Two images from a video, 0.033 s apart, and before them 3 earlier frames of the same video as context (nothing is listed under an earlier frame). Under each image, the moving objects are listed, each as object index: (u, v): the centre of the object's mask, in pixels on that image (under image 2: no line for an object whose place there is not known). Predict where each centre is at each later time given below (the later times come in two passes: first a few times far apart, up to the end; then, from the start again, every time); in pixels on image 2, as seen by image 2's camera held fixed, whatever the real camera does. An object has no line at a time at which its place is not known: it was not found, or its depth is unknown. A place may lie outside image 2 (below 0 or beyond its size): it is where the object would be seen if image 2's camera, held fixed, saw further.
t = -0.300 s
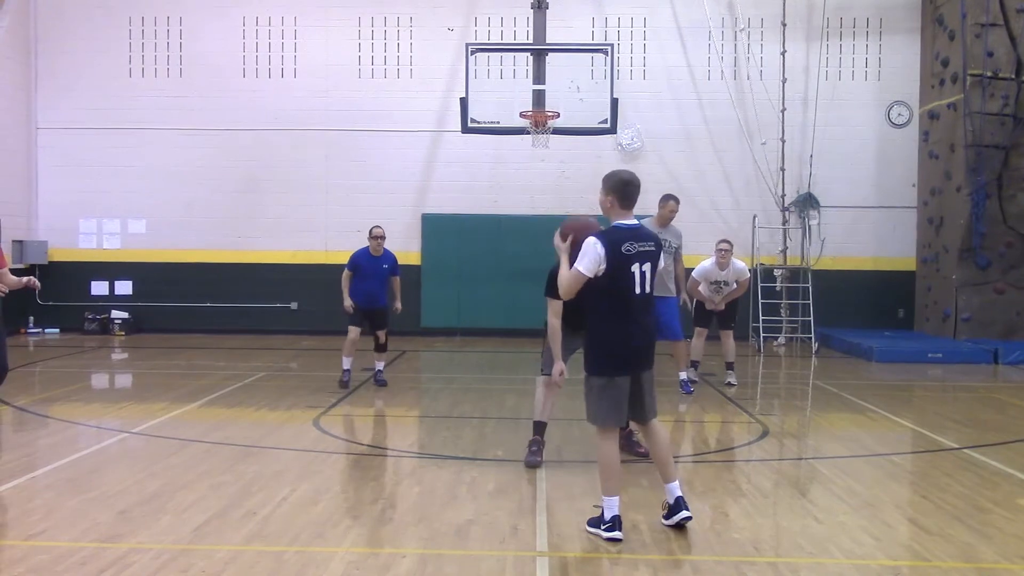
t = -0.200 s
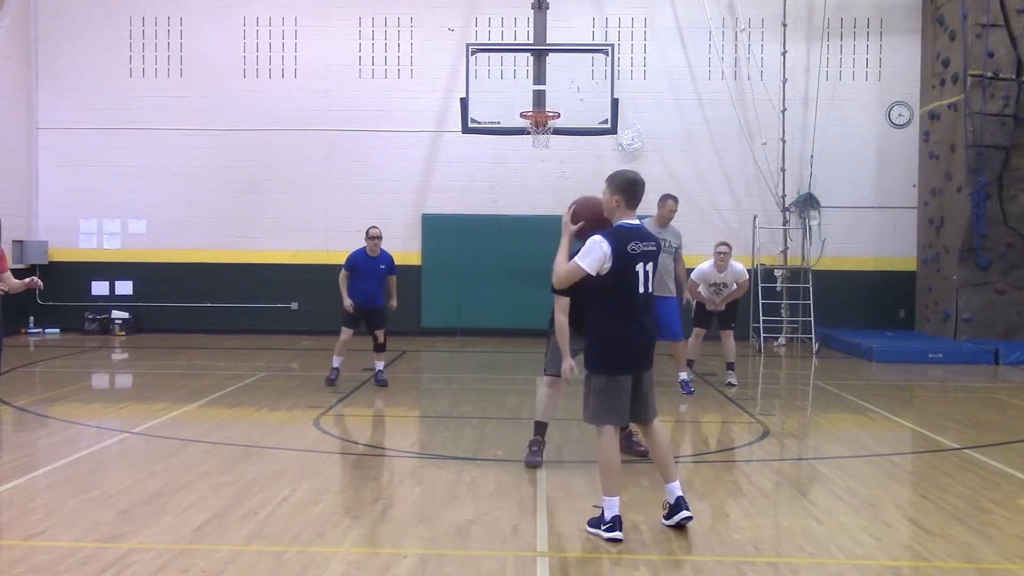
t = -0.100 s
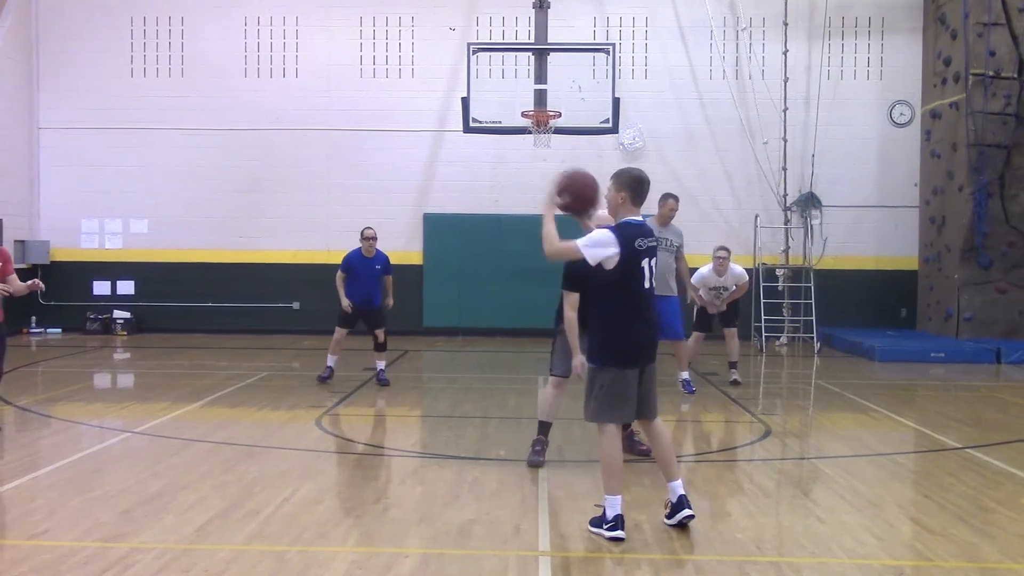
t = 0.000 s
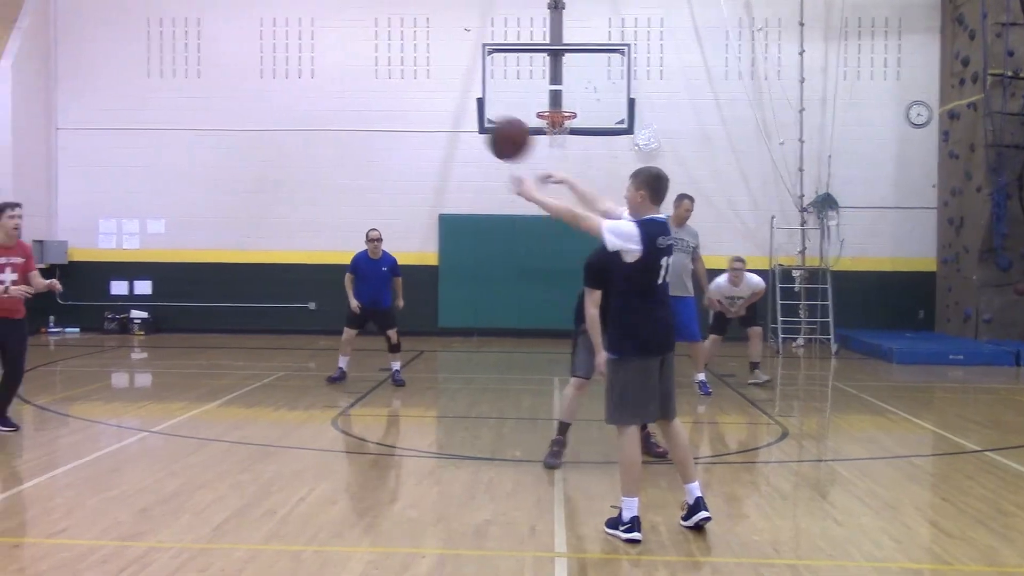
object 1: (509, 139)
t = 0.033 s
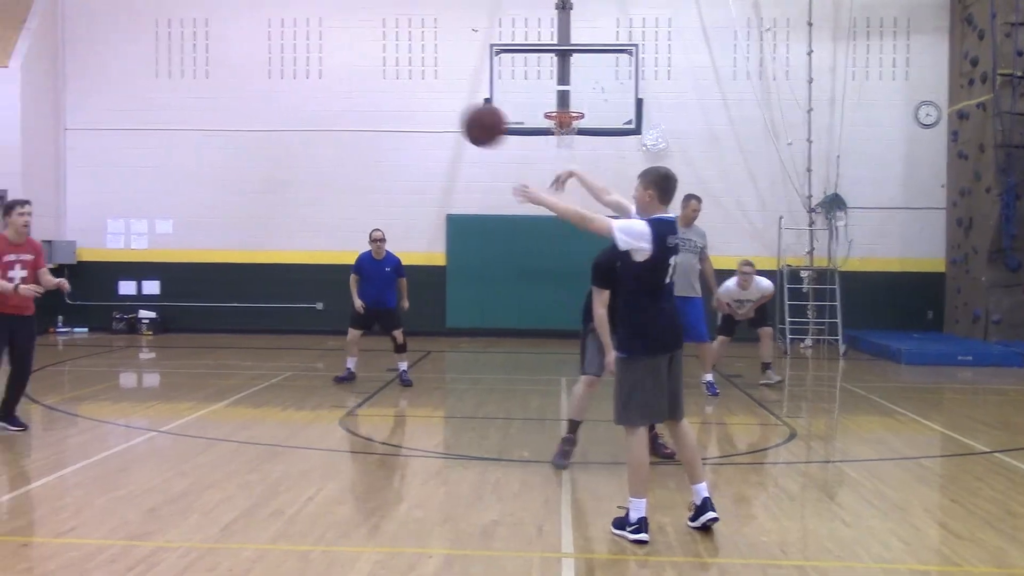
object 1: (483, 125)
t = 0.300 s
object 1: (266, 95)
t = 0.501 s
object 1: (139, 144)
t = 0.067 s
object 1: (451, 113)
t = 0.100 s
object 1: (422, 105)
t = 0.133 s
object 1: (394, 98)
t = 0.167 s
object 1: (368, 94)
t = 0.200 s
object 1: (341, 92)
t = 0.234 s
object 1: (315, 91)
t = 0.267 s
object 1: (290, 93)
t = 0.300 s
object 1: (266, 95)
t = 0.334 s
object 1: (244, 100)
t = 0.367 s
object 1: (222, 106)
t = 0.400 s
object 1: (200, 113)
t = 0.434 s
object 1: (179, 122)
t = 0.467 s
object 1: (160, 132)
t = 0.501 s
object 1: (139, 144)
